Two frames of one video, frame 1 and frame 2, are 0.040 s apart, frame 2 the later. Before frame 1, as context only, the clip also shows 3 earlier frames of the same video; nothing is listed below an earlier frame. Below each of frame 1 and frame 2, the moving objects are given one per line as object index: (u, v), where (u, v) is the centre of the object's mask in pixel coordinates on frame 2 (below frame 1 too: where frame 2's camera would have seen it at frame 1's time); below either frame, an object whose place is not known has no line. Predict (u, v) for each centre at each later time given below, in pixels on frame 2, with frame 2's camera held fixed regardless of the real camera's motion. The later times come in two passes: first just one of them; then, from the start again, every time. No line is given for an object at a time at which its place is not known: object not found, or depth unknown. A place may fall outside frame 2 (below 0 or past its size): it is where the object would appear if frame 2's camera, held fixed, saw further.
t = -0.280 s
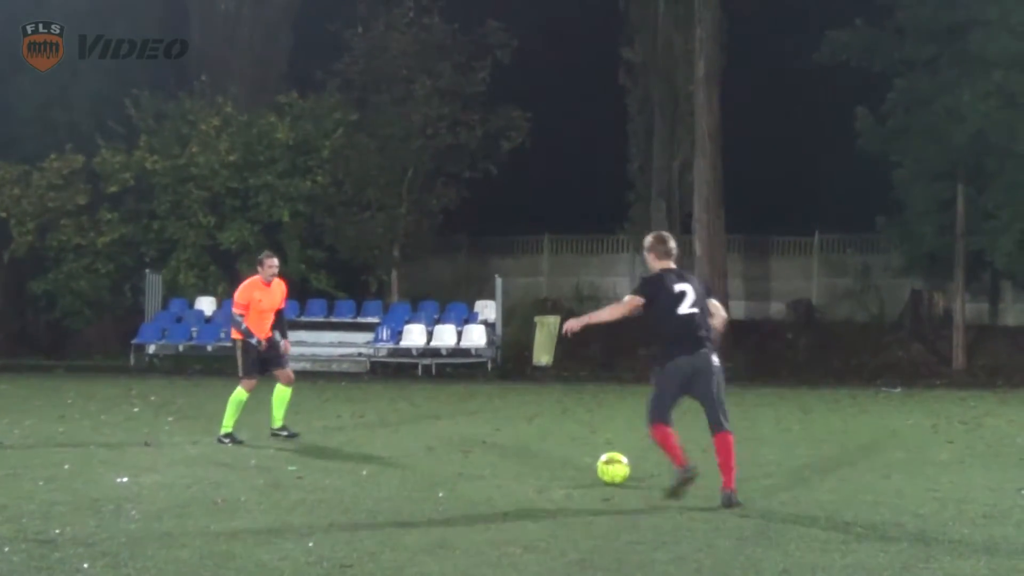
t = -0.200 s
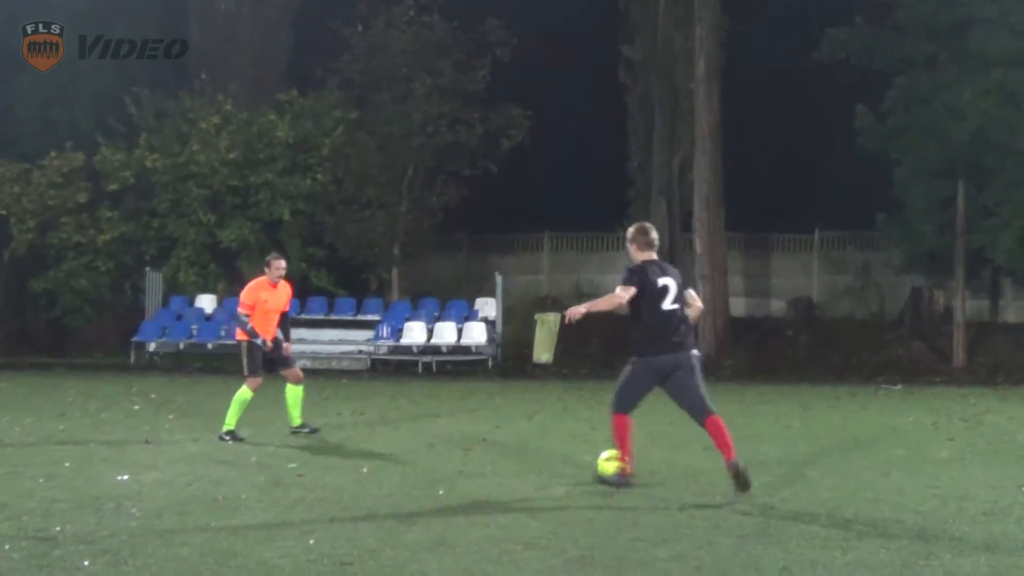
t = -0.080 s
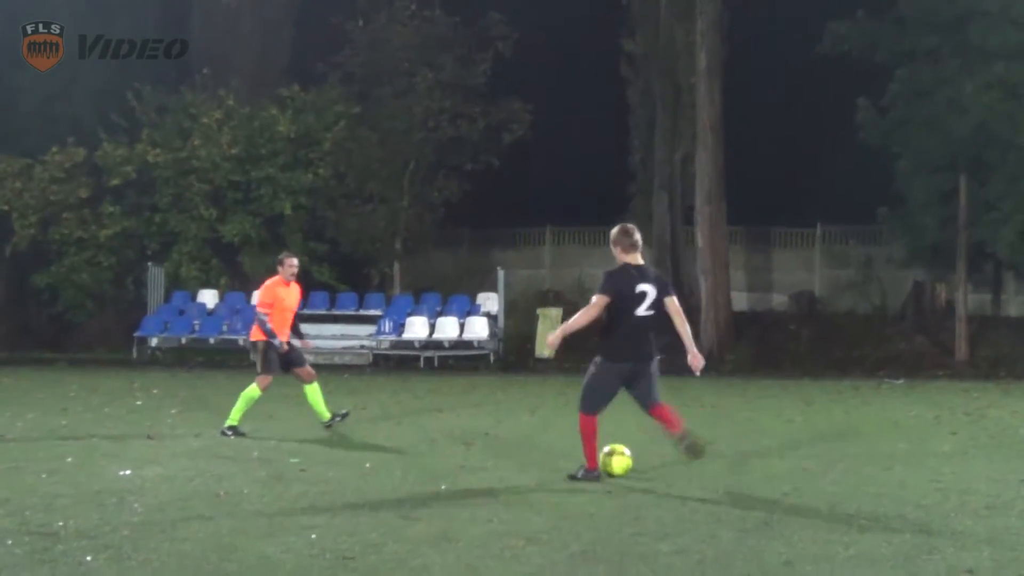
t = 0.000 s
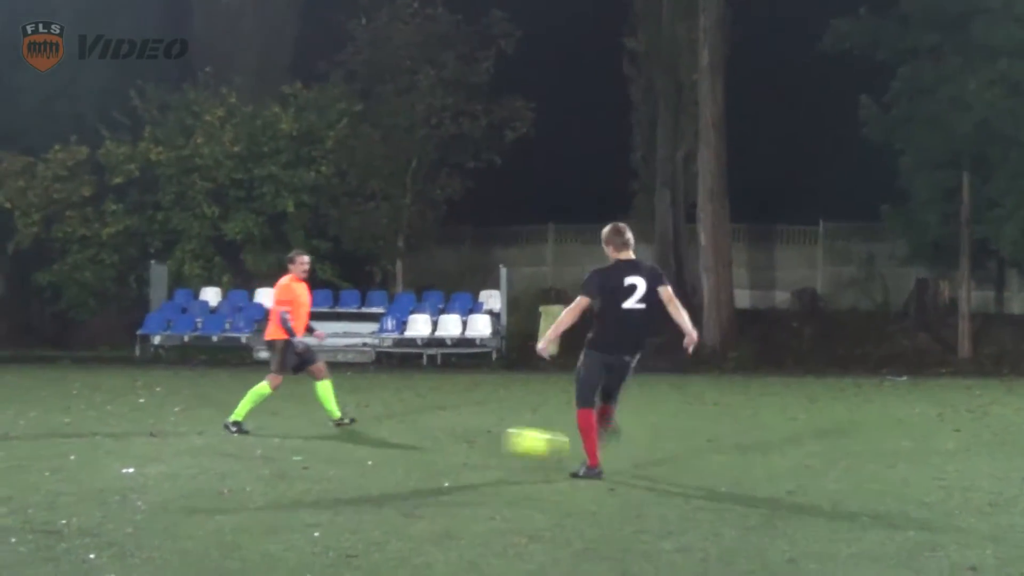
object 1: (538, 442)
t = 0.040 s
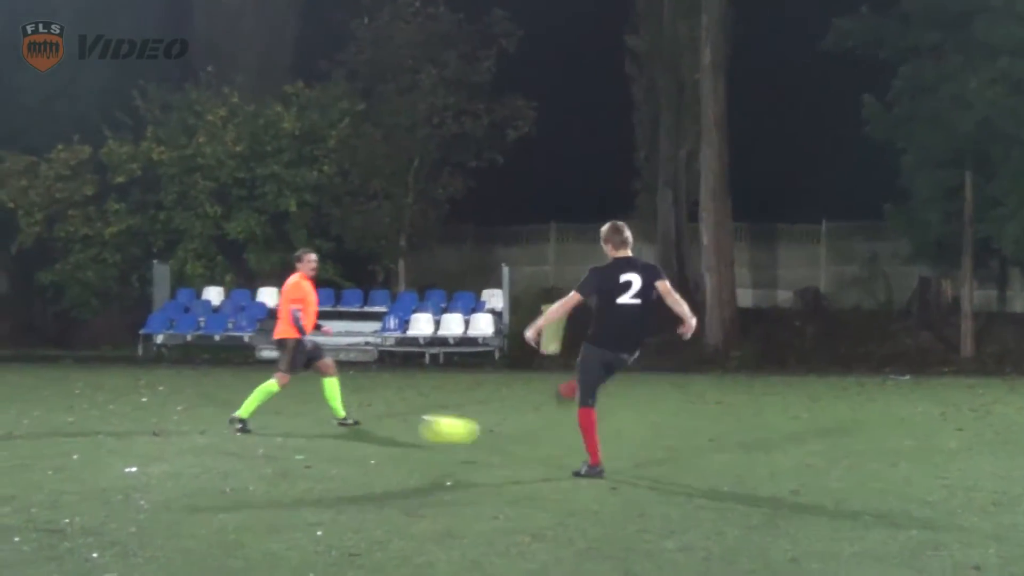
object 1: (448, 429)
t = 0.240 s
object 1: (84, 407)
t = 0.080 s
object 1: (368, 420)
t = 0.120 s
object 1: (289, 413)
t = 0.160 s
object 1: (217, 409)
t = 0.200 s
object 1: (150, 407)
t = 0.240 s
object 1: (84, 407)
